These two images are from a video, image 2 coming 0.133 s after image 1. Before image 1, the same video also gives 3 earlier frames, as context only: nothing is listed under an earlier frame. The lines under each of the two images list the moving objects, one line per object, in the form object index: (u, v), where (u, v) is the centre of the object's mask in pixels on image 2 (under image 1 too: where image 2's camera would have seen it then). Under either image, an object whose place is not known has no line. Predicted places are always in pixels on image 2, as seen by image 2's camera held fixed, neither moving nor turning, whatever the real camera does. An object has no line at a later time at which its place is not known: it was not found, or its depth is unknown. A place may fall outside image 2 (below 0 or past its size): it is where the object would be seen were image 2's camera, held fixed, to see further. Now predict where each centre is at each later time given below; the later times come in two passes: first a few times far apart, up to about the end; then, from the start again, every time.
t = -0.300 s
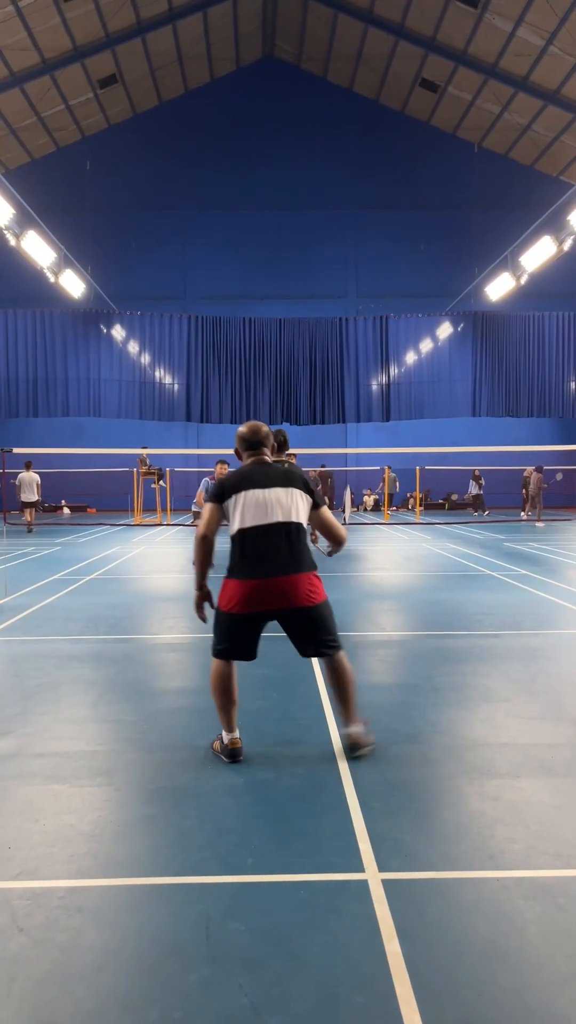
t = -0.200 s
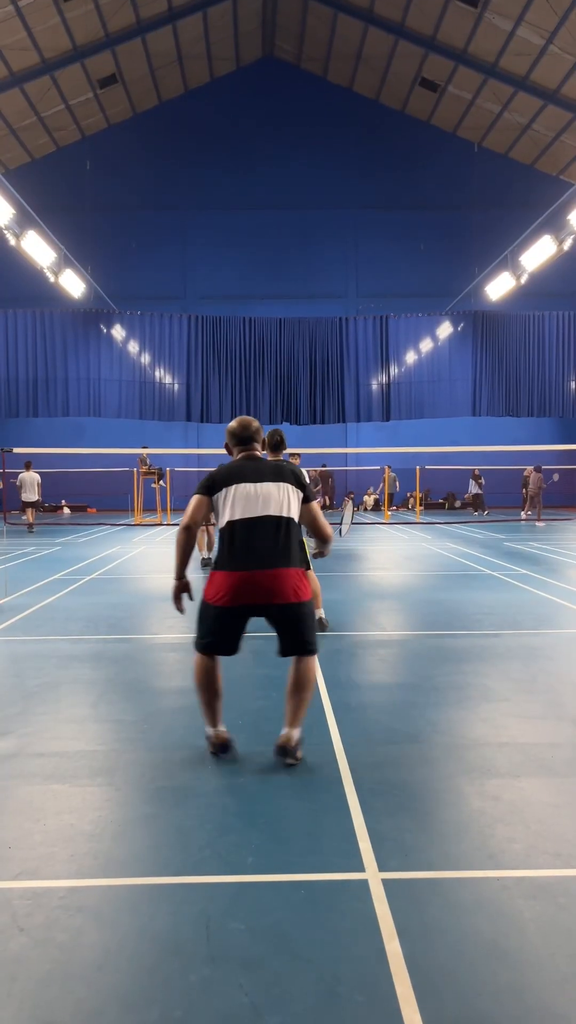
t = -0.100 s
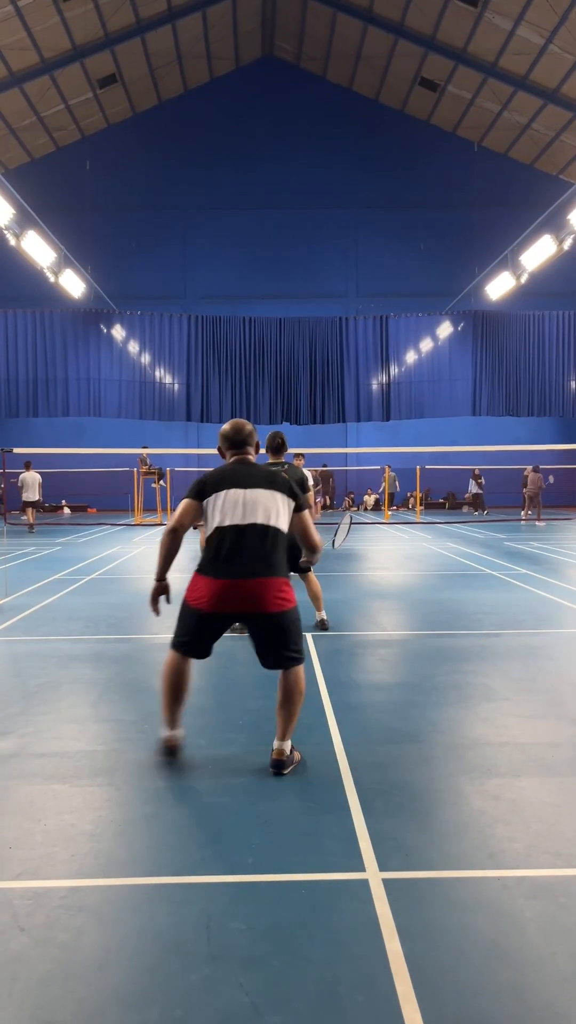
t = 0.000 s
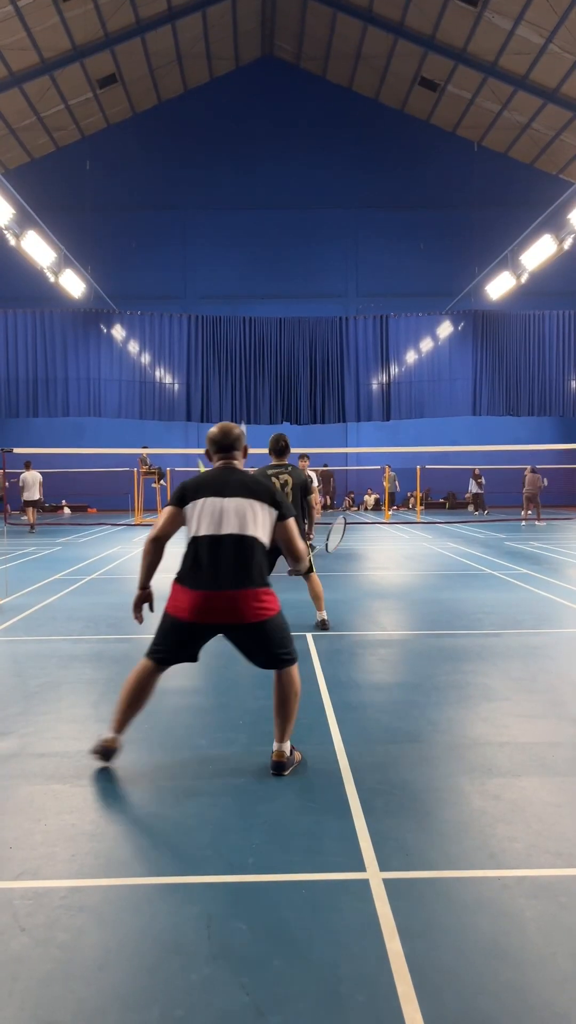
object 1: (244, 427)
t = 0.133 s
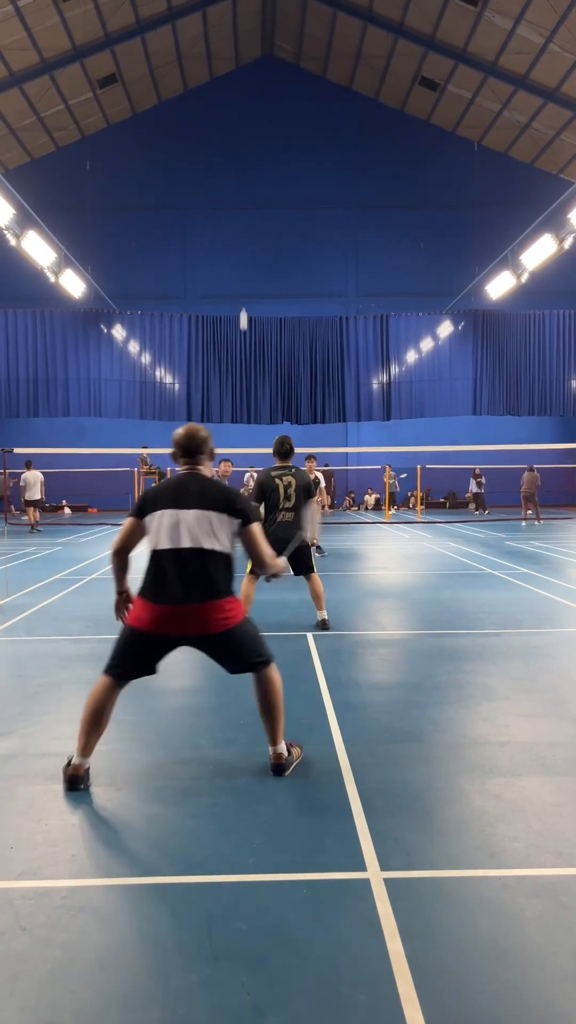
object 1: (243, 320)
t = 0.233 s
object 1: (245, 250)
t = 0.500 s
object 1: (246, 121)
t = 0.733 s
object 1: (247, 81)
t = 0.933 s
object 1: (246, 121)
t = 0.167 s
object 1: (243, 296)
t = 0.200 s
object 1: (244, 272)
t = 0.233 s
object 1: (245, 250)
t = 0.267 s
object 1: (245, 230)
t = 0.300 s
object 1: (245, 211)
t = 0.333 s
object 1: (245, 193)
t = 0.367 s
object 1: (245, 176)
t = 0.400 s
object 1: (246, 160)
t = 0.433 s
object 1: (246, 146)
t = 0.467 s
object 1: (246, 133)
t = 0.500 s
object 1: (246, 121)
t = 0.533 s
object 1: (246, 111)
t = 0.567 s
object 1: (247, 101)
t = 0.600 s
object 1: (247, 94)
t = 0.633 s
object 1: (248, 88)
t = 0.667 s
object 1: (248, 84)
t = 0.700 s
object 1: (248, 82)
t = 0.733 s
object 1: (247, 81)
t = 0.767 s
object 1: (247, 82)
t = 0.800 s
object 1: (247, 84)
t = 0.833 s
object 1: (247, 90)
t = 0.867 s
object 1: (247, 98)
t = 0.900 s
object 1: (246, 108)
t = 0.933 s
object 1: (246, 121)
